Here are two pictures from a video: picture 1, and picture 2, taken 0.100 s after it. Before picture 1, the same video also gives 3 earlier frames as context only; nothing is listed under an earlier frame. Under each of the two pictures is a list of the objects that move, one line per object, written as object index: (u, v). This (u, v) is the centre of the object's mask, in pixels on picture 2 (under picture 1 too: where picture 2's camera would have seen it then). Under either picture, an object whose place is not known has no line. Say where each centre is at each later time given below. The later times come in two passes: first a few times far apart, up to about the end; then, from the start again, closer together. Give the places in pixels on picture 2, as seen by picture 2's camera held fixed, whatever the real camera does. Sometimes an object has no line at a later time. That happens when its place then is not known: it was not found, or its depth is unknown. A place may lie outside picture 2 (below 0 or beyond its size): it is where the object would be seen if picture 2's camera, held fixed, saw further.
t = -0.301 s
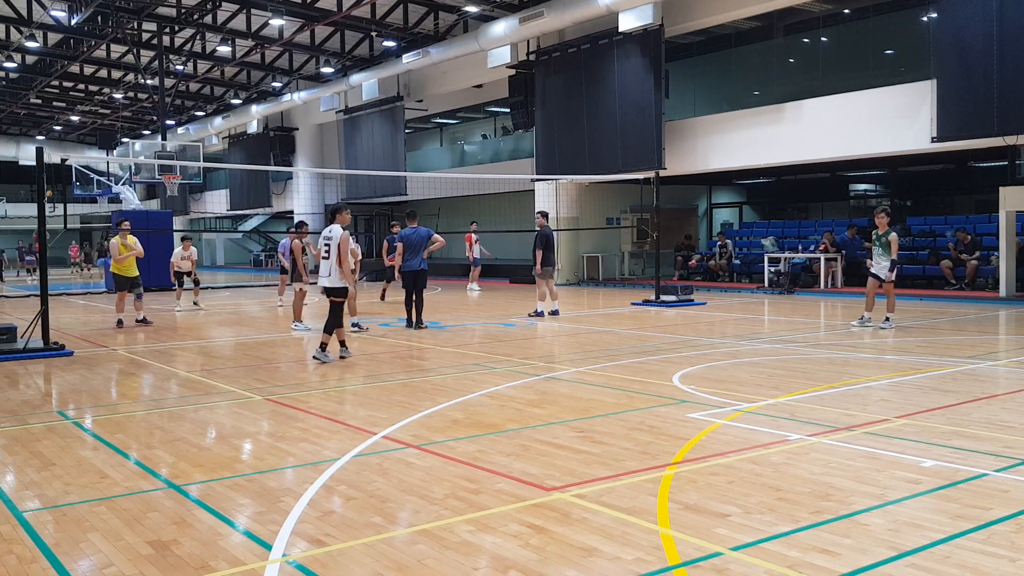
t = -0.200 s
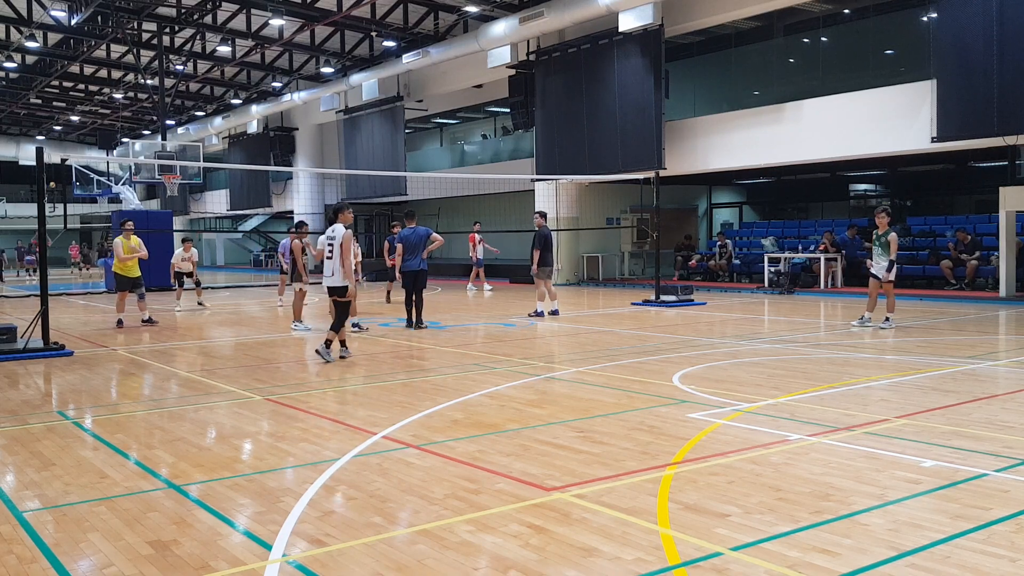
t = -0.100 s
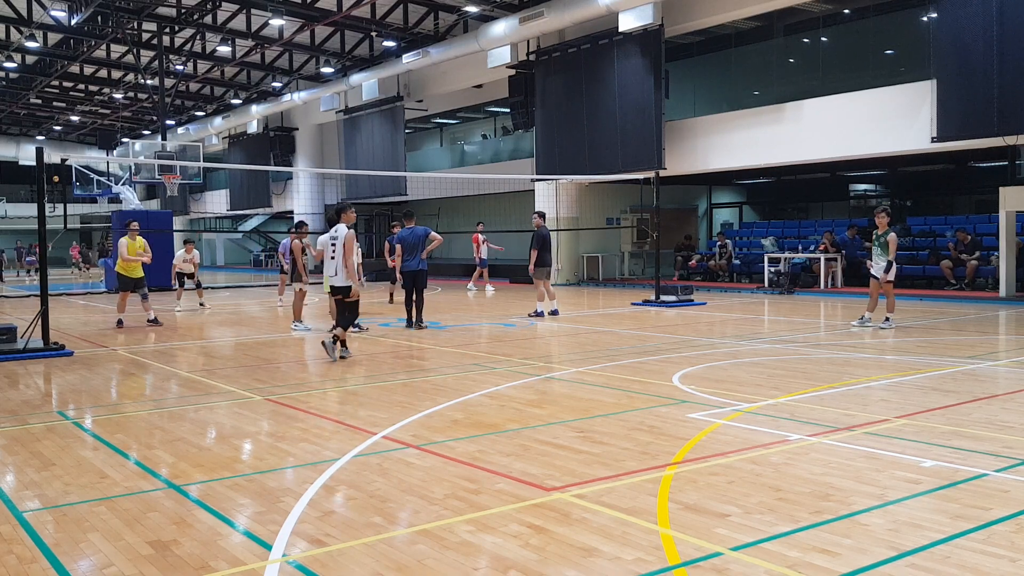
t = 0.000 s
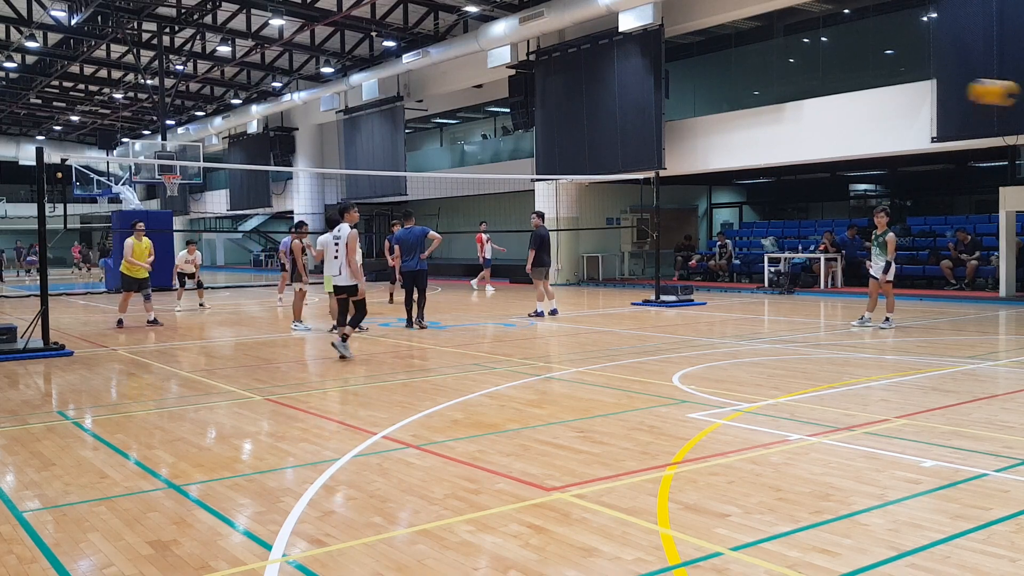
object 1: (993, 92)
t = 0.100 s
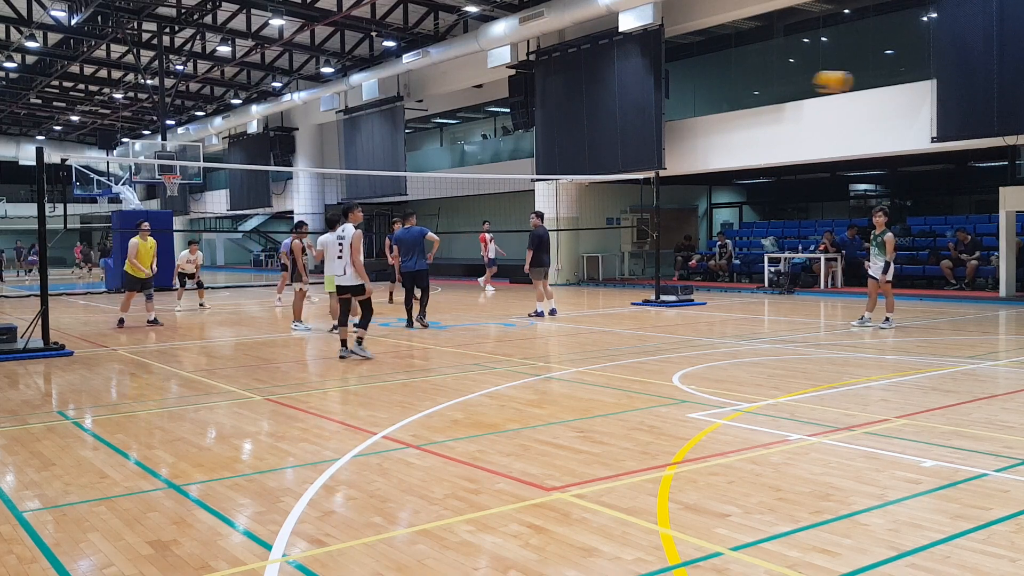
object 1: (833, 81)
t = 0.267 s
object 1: (649, 90)
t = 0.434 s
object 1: (526, 116)
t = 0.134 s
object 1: (789, 81)
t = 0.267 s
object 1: (649, 90)
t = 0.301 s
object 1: (621, 93)
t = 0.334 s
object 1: (595, 98)
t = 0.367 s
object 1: (570, 103)
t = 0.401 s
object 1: (547, 109)
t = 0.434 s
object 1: (526, 116)
